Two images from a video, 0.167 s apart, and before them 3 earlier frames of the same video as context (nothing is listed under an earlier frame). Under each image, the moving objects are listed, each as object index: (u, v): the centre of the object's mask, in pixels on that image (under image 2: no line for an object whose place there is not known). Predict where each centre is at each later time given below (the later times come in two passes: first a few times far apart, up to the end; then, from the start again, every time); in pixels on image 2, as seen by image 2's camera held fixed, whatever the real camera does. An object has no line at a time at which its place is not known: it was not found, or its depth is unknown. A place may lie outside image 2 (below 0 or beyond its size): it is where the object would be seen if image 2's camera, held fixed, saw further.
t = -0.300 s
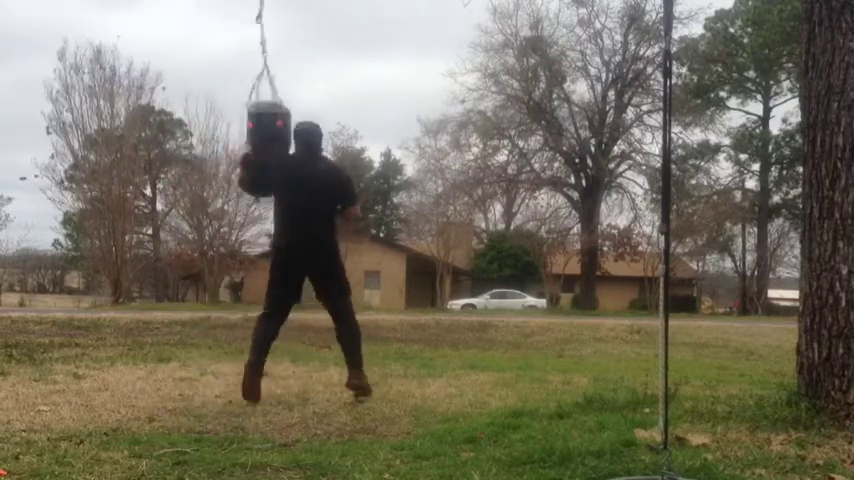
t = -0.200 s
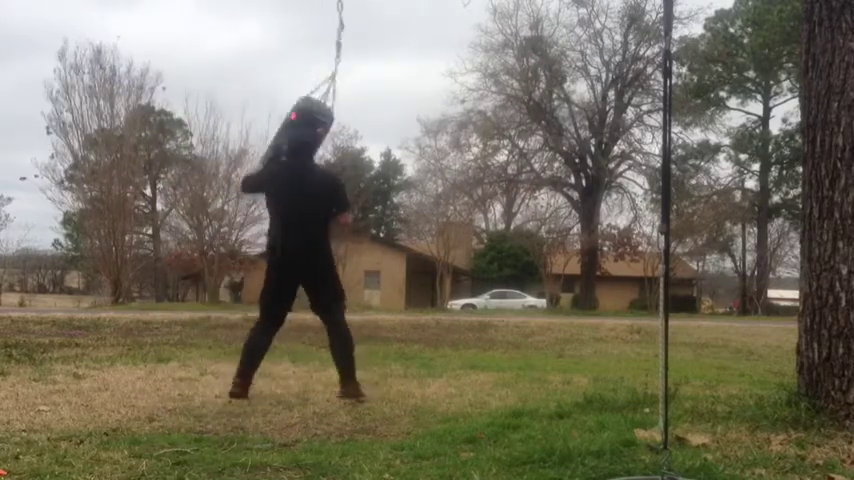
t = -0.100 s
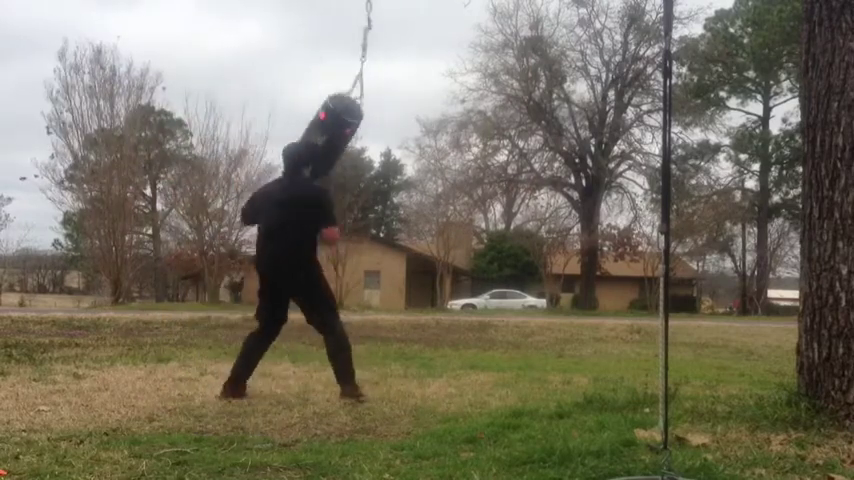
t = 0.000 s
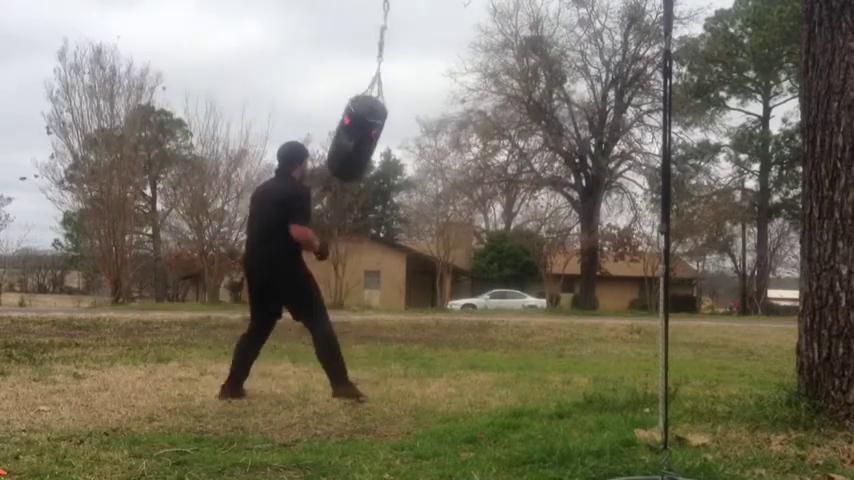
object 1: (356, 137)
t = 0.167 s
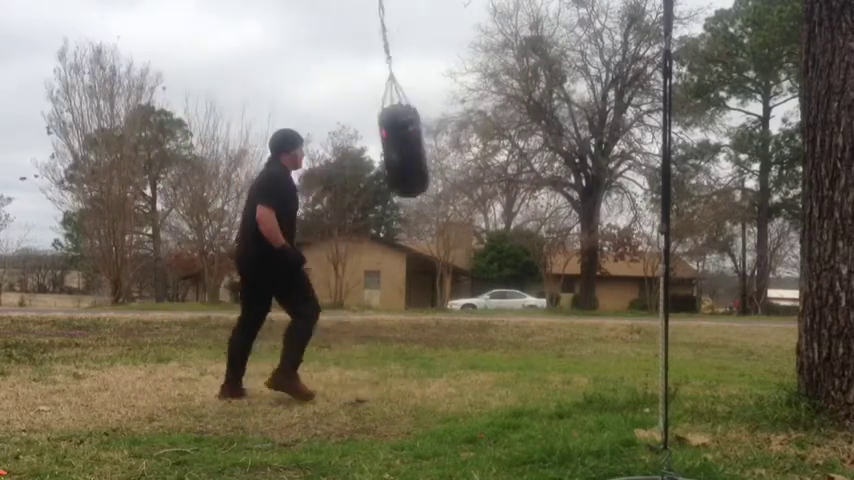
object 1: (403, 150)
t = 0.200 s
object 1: (412, 150)
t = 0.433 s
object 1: (472, 144)
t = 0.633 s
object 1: (517, 153)
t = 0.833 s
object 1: (548, 143)
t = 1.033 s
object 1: (570, 152)
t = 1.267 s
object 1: (562, 131)
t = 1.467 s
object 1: (525, 114)
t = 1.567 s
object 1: (492, 95)
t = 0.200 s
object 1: (412, 150)
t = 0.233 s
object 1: (421, 149)
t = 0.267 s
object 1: (429, 146)
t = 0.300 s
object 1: (438, 145)
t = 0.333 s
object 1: (447, 144)
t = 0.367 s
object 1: (455, 143)
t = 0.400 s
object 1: (464, 143)
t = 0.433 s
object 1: (472, 144)
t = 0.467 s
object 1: (480, 146)
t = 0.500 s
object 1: (488, 149)
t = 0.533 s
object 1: (496, 151)
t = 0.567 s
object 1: (504, 155)
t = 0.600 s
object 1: (511, 155)
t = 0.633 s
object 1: (517, 153)
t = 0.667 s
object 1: (523, 151)
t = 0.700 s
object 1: (529, 148)
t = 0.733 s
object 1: (535, 145)
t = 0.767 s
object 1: (539, 145)
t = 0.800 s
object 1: (544, 143)
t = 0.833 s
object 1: (548, 143)
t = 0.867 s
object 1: (553, 144)
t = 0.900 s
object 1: (557, 147)
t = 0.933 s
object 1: (561, 148)
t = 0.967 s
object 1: (565, 151)
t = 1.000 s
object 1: (568, 153)
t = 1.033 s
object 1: (570, 152)
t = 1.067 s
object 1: (571, 149)
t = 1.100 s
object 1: (571, 146)
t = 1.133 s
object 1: (570, 142)
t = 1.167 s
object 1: (569, 138)
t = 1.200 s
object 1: (568, 134)
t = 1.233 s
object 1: (566, 133)
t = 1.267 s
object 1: (562, 131)
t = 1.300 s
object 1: (559, 130)
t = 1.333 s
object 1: (555, 130)
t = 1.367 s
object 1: (549, 127)
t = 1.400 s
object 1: (542, 124)
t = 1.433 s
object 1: (535, 121)
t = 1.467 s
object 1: (525, 114)
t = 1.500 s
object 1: (515, 108)
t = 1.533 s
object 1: (503, 102)
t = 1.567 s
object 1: (492, 95)
